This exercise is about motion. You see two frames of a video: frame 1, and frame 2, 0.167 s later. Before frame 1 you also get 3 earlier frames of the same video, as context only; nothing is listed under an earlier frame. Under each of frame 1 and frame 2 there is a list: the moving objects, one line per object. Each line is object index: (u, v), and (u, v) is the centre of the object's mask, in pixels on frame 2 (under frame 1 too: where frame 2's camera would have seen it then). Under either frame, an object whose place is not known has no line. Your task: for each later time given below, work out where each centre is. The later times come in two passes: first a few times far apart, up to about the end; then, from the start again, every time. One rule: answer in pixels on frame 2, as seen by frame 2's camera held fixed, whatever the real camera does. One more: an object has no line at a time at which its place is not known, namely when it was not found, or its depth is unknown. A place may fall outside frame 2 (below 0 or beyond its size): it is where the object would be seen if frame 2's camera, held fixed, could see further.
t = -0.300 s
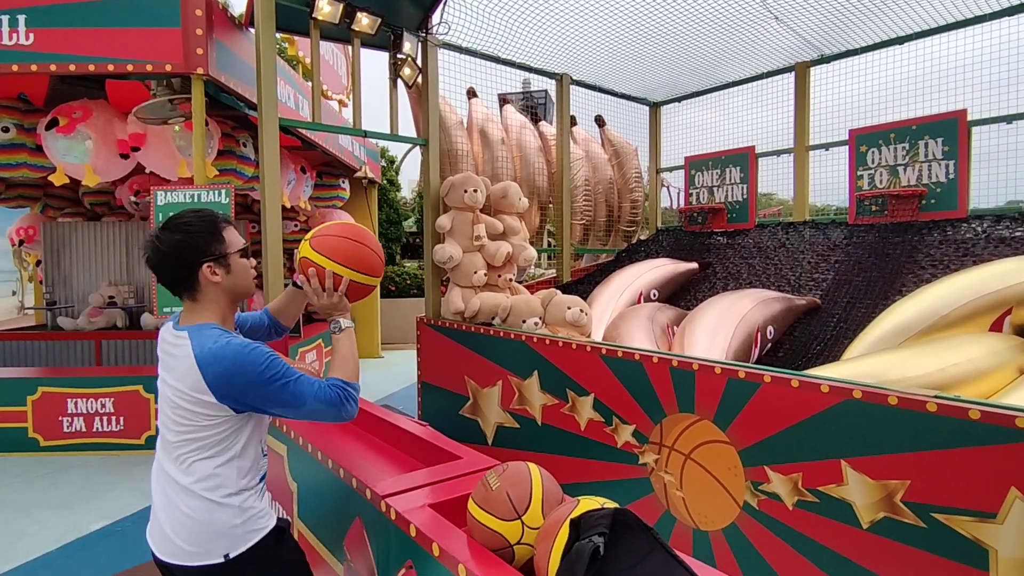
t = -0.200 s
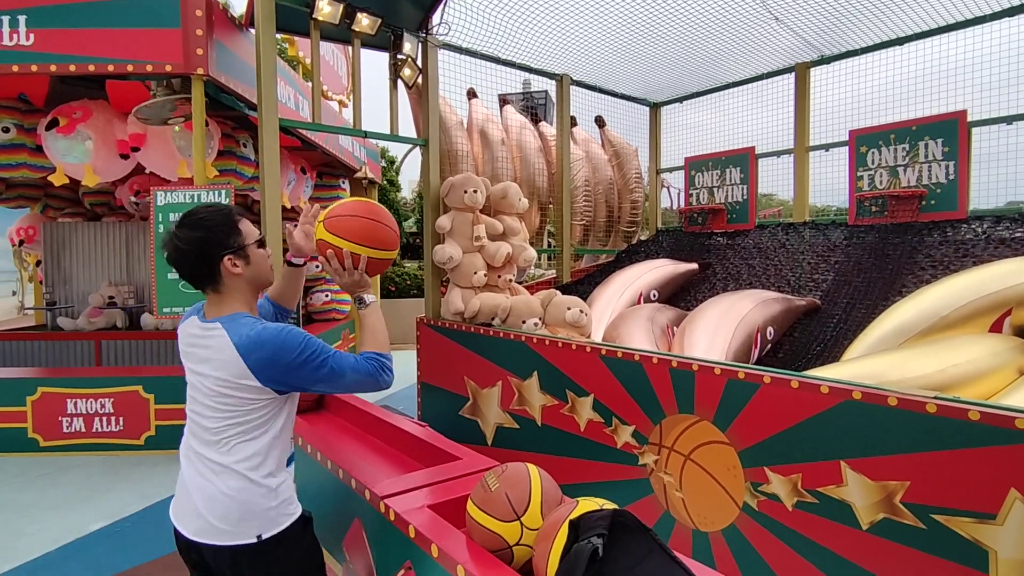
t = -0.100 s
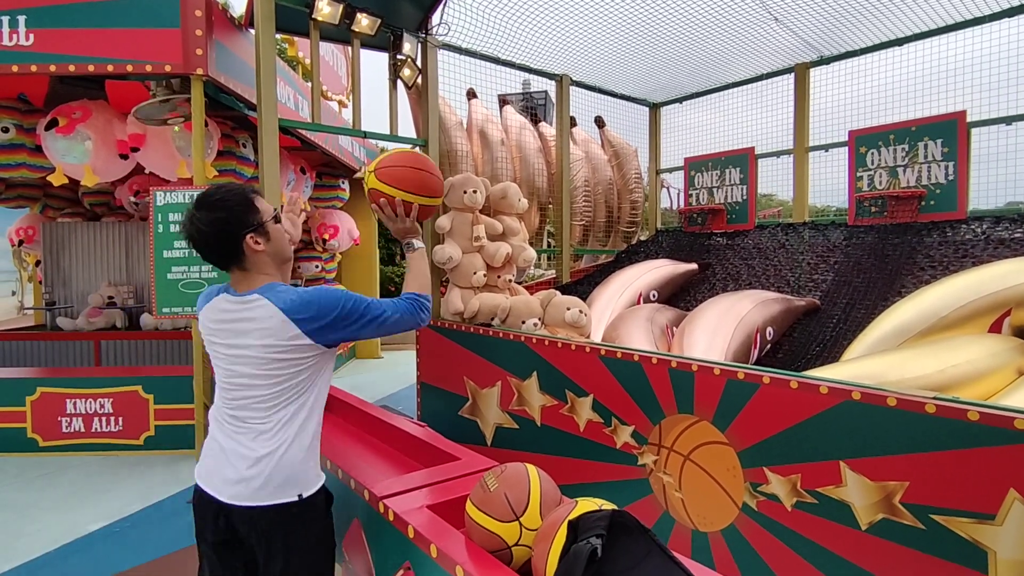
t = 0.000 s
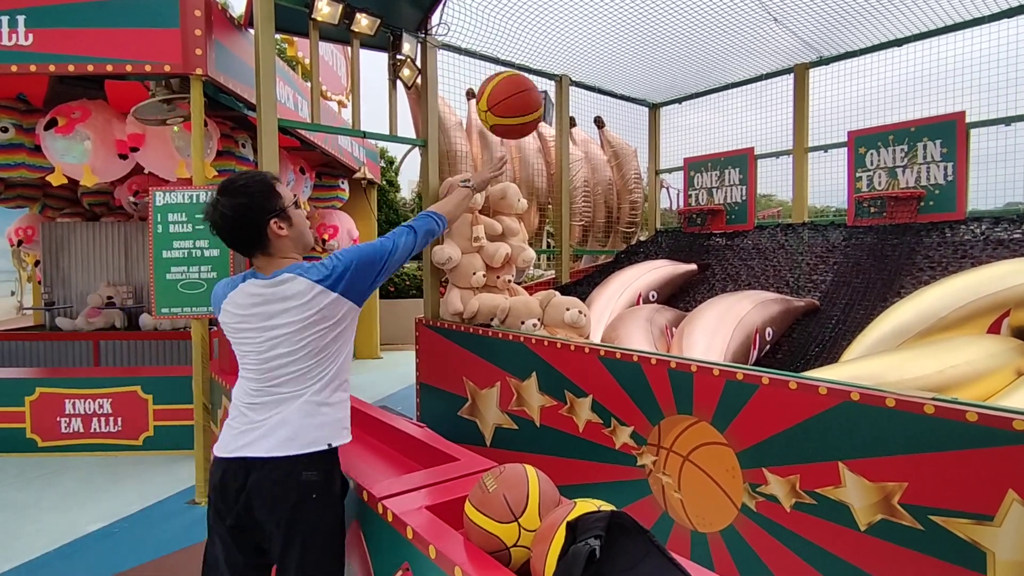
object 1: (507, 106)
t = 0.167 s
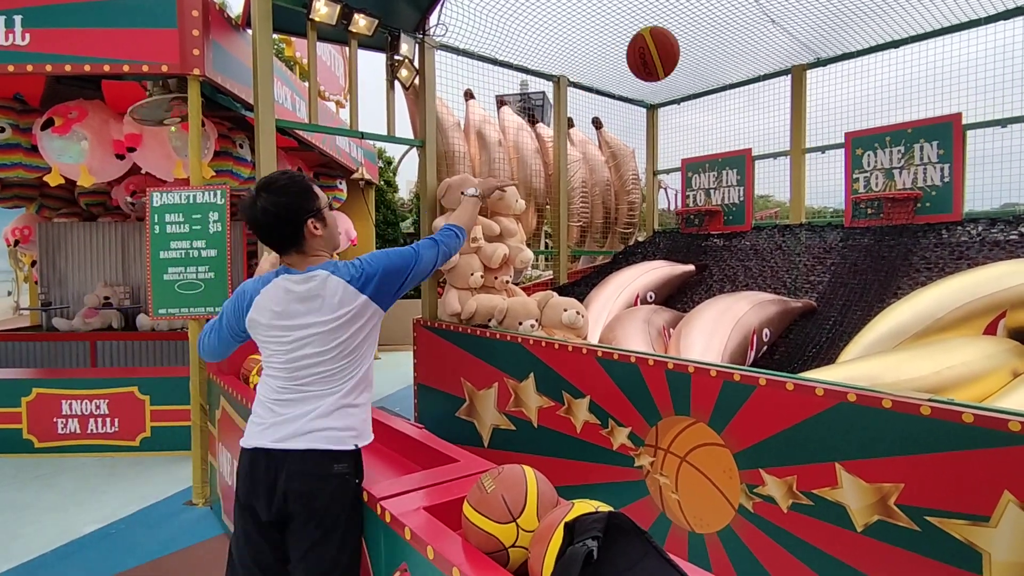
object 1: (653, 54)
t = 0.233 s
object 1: (695, 54)
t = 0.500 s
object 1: (813, 123)
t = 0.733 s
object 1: (818, 215)
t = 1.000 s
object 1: (668, 310)
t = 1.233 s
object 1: (614, 278)
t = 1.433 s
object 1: (570, 299)
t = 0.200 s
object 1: (675, 53)
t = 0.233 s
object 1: (695, 54)
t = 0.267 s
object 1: (714, 57)
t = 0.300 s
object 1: (731, 62)
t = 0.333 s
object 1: (748, 69)
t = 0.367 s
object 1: (762, 77)
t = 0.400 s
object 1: (776, 87)
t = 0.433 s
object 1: (790, 98)
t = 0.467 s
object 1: (802, 110)
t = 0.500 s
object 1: (813, 123)
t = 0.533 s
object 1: (823, 136)
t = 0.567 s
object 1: (834, 151)
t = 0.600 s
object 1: (843, 165)
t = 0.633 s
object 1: (852, 182)
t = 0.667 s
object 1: (855, 196)
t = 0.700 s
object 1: (837, 205)
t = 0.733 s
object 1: (818, 215)
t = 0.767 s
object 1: (799, 227)
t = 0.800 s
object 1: (780, 241)
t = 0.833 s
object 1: (760, 258)
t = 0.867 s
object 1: (740, 276)
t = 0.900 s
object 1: (719, 288)
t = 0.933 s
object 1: (699, 299)
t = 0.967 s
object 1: (680, 310)
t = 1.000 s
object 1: (668, 310)
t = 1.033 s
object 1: (660, 304)
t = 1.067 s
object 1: (652, 297)
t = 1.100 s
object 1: (645, 291)
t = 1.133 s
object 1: (637, 285)
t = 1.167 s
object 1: (629, 281)
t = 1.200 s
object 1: (622, 279)
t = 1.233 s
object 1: (614, 278)
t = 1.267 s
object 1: (606, 279)
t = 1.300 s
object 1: (598, 282)
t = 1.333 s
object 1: (590, 286)
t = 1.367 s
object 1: (582, 292)
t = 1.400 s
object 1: (575, 297)
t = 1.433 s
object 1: (570, 299)
